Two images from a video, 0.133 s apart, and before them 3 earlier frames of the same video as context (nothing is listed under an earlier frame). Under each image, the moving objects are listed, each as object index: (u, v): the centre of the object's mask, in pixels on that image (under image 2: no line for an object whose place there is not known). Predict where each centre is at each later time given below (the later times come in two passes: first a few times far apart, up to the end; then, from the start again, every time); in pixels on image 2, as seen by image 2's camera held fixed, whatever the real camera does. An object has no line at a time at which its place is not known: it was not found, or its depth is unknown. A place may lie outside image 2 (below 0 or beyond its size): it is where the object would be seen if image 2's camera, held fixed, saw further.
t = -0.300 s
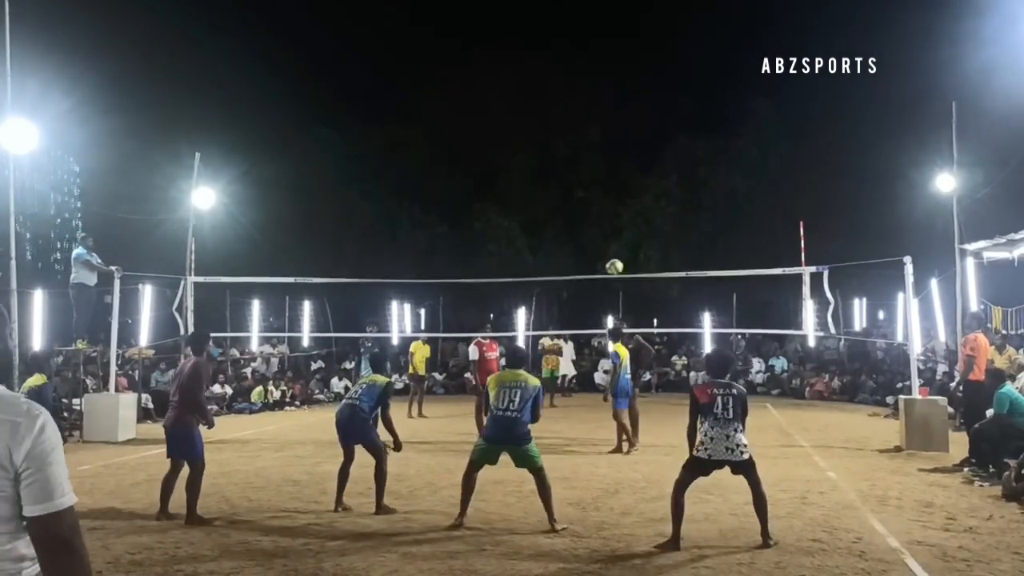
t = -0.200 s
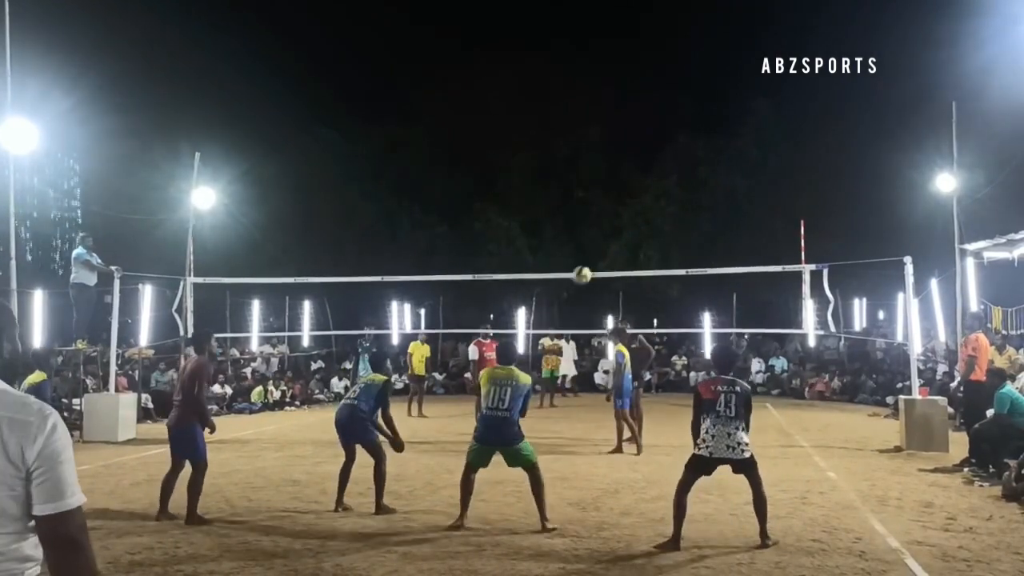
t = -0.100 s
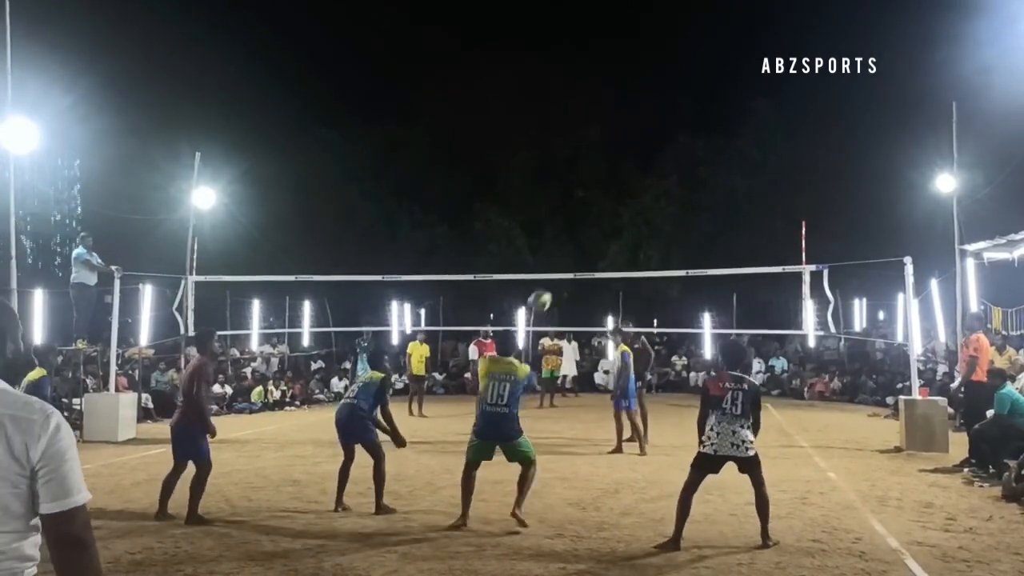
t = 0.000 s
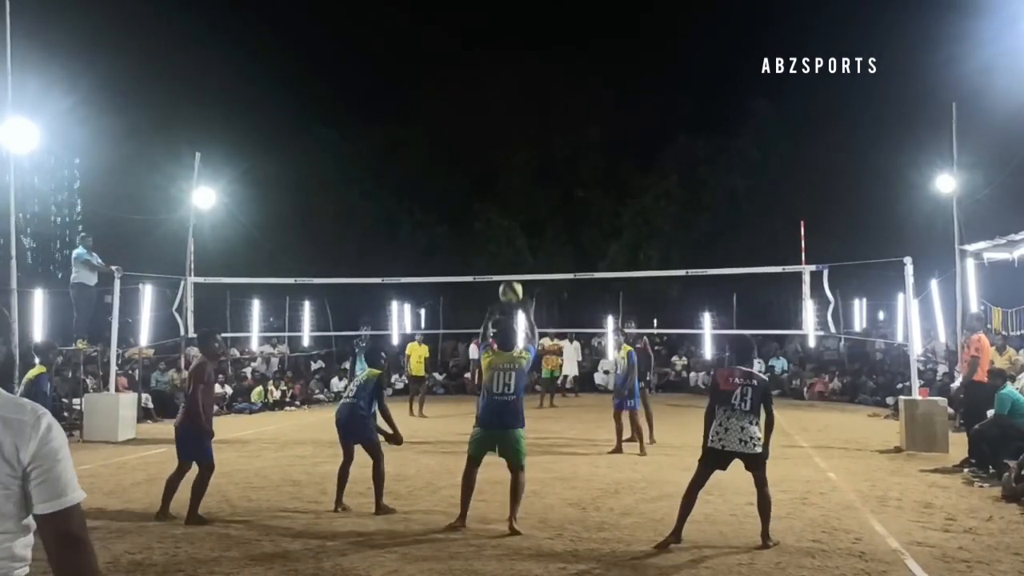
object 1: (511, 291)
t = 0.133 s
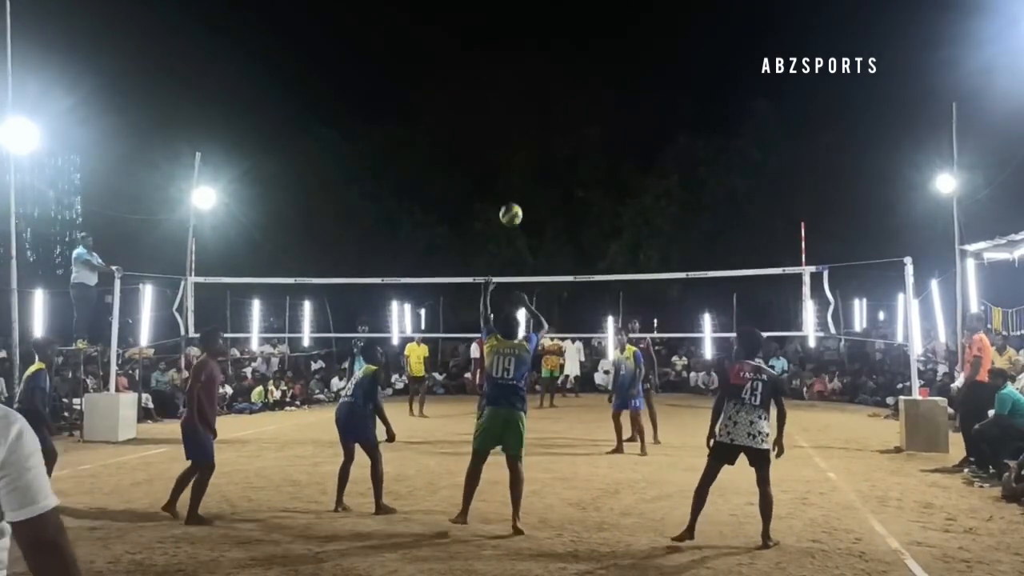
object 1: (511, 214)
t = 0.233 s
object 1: (511, 172)
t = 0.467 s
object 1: (512, 119)
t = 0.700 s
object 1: (511, 121)
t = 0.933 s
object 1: (512, 168)
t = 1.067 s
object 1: (512, 212)
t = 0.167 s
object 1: (511, 199)
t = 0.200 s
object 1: (511, 185)
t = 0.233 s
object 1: (511, 172)
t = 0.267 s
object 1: (511, 161)
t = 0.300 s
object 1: (512, 151)
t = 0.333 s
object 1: (511, 142)
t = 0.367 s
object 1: (511, 134)
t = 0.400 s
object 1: (511, 128)
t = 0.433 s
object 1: (511, 124)
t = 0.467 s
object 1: (512, 119)
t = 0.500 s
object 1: (512, 116)
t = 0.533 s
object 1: (512, 115)
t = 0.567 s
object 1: (512, 114)
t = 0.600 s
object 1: (511, 114)
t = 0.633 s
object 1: (511, 115)
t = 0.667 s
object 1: (511, 117)
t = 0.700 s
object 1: (511, 121)
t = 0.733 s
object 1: (512, 125)
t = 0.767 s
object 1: (512, 130)
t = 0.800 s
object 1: (512, 136)
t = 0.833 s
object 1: (512, 143)
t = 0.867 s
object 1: (512, 150)
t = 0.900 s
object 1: (512, 158)
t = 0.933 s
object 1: (512, 168)
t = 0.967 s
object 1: (512, 178)
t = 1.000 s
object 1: (512, 189)
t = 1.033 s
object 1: (512, 200)
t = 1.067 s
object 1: (512, 212)
